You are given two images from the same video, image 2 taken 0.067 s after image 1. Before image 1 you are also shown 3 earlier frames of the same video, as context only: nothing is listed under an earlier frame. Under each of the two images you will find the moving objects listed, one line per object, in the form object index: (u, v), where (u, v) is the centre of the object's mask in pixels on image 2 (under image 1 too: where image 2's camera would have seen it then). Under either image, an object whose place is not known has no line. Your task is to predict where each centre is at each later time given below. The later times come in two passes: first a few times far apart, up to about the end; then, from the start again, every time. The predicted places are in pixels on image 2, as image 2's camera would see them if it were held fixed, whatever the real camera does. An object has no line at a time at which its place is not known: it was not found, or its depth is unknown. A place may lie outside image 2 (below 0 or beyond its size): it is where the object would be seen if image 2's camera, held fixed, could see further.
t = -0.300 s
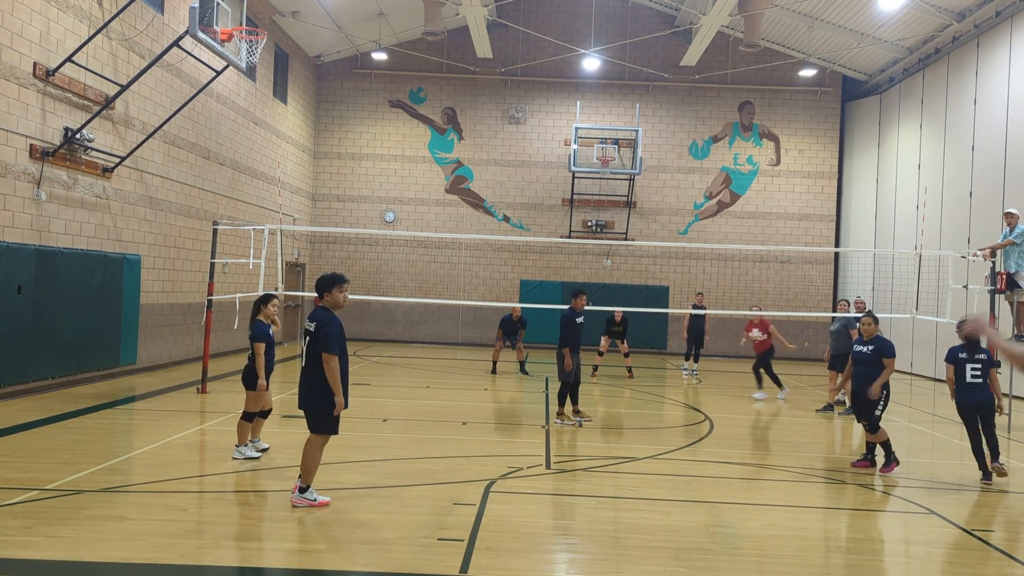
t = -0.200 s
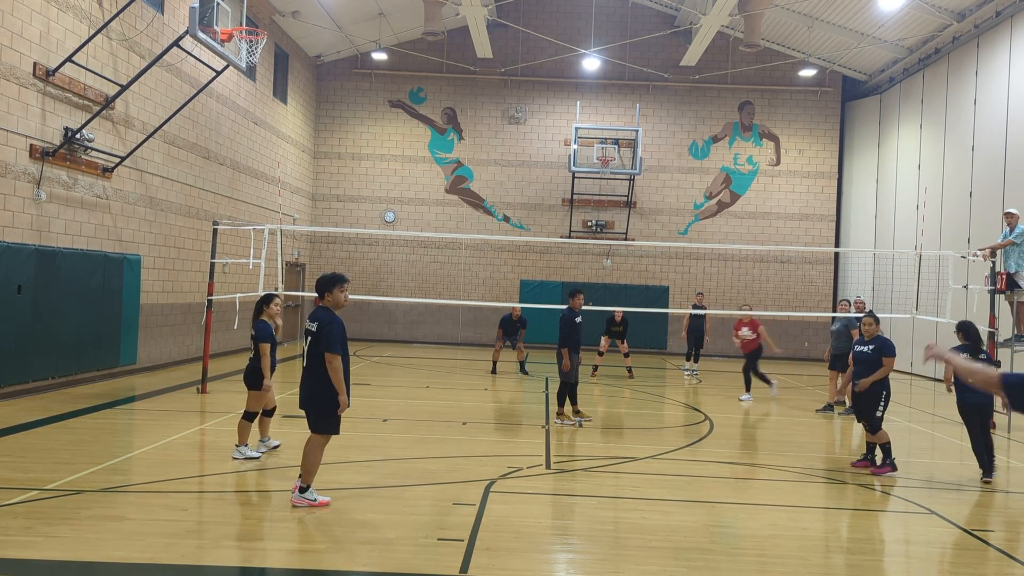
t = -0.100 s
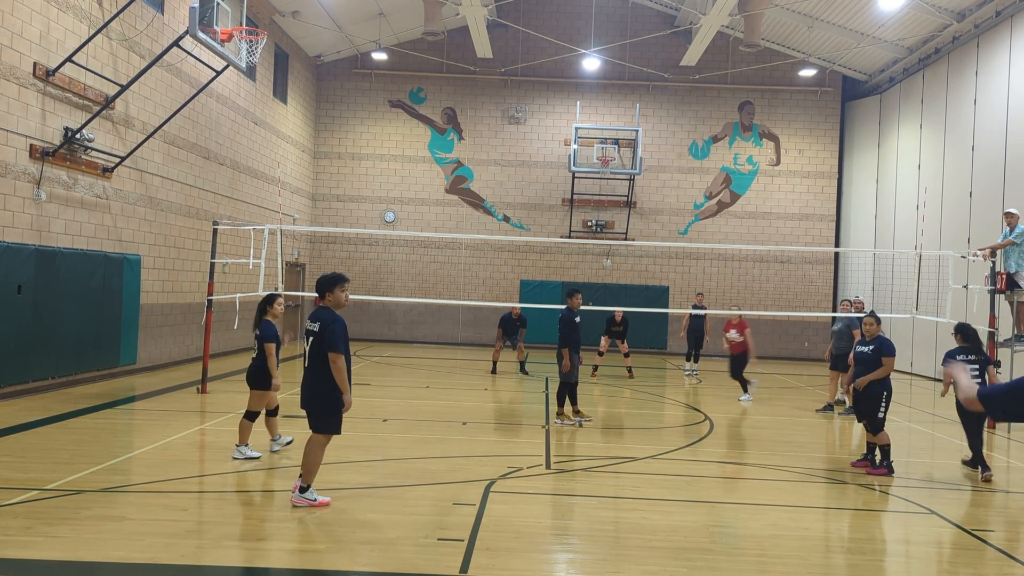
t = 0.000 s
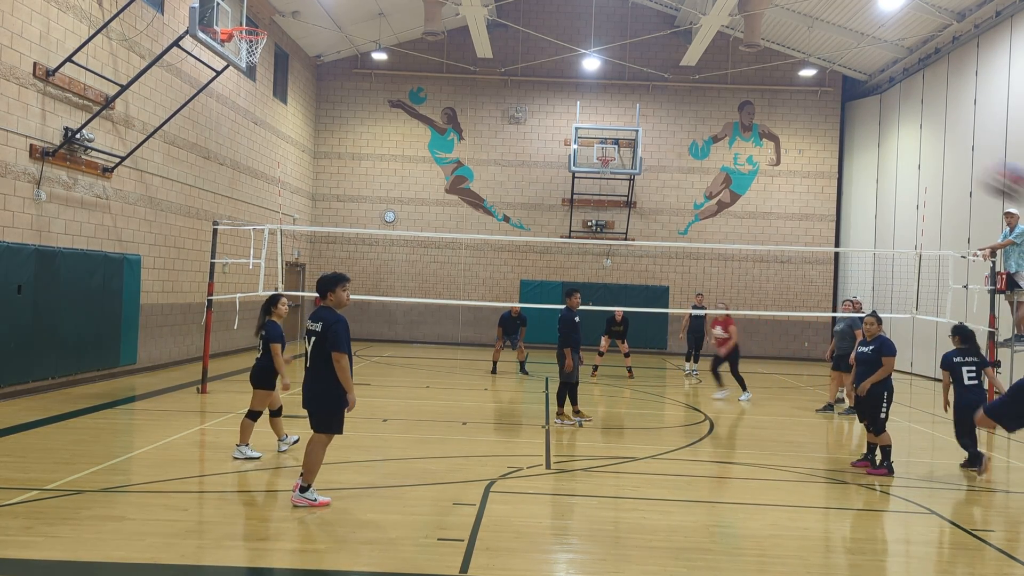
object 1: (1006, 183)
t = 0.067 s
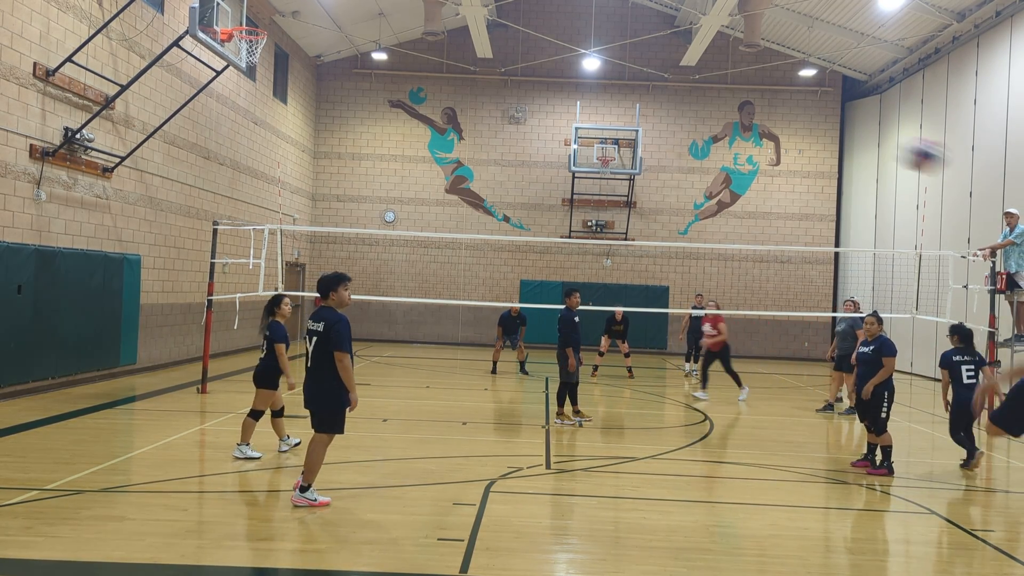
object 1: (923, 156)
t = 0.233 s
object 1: (792, 138)
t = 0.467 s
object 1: (698, 165)
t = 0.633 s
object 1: (659, 199)
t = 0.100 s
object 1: (883, 146)
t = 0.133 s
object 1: (858, 142)
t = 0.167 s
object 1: (834, 139)
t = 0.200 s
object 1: (811, 138)
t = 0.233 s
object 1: (792, 138)
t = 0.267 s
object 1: (772, 140)
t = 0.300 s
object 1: (759, 142)
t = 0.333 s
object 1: (743, 146)
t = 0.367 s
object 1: (731, 149)
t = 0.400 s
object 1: (718, 153)
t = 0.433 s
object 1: (708, 159)
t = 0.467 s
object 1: (698, 165)
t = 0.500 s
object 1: (689, 170)
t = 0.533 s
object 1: (680, 176)
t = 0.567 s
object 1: (673, 184)
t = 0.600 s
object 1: (666, 191)
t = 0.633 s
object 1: (659, 199)
